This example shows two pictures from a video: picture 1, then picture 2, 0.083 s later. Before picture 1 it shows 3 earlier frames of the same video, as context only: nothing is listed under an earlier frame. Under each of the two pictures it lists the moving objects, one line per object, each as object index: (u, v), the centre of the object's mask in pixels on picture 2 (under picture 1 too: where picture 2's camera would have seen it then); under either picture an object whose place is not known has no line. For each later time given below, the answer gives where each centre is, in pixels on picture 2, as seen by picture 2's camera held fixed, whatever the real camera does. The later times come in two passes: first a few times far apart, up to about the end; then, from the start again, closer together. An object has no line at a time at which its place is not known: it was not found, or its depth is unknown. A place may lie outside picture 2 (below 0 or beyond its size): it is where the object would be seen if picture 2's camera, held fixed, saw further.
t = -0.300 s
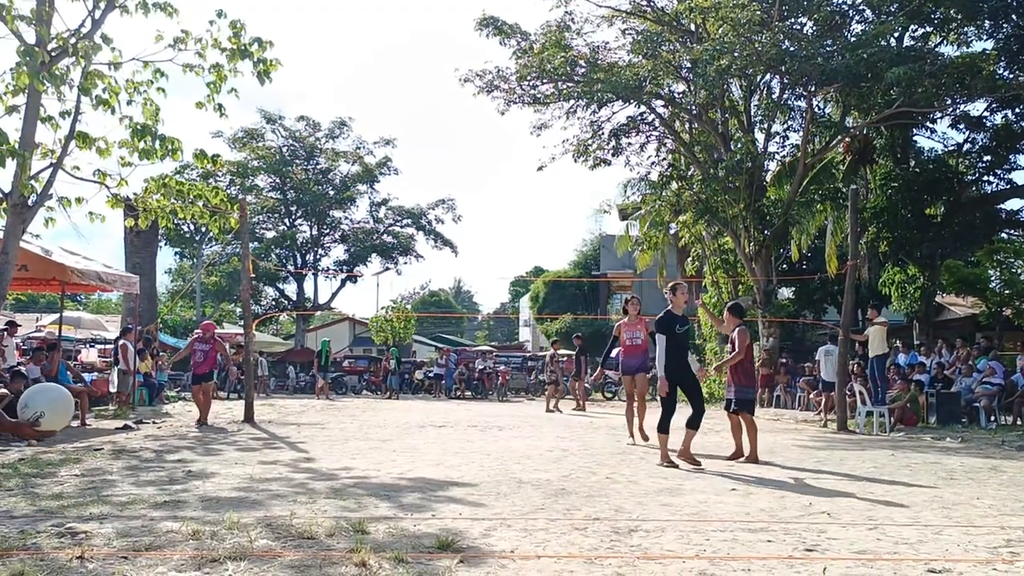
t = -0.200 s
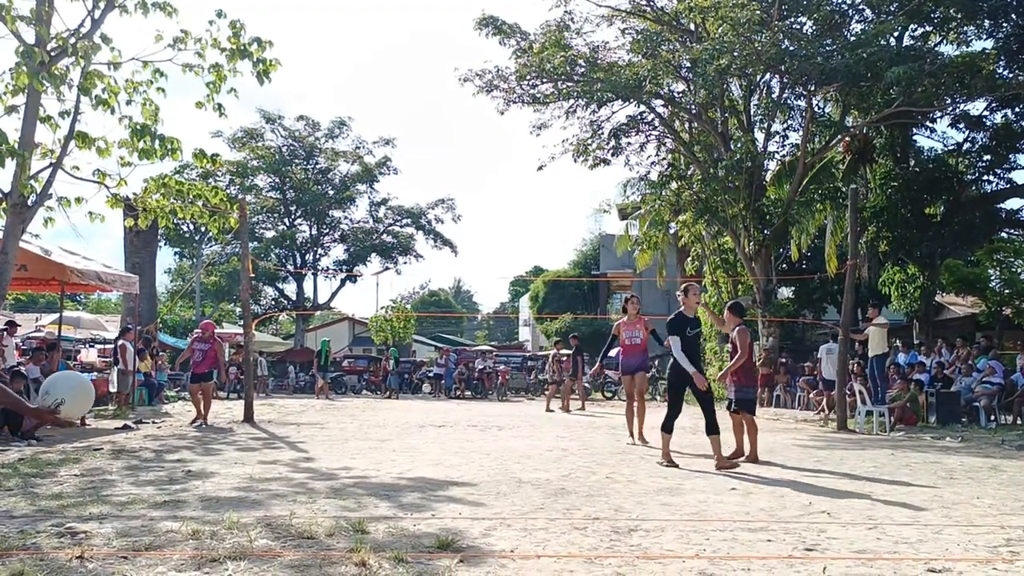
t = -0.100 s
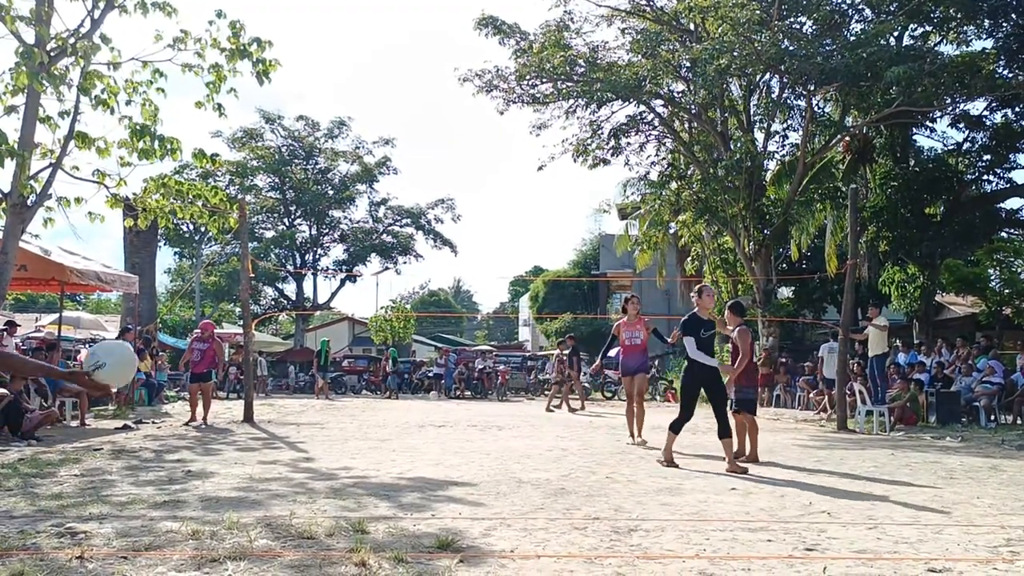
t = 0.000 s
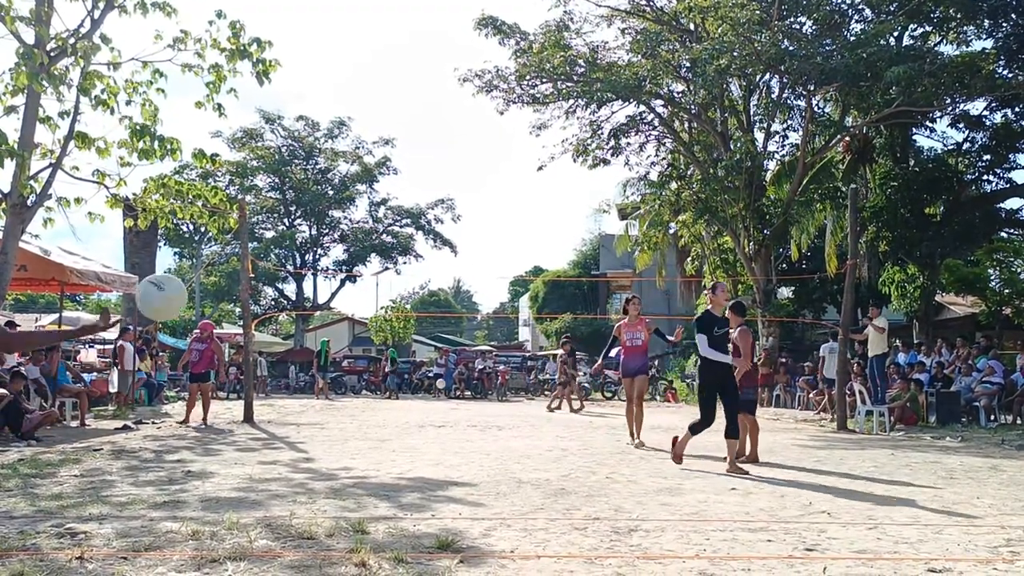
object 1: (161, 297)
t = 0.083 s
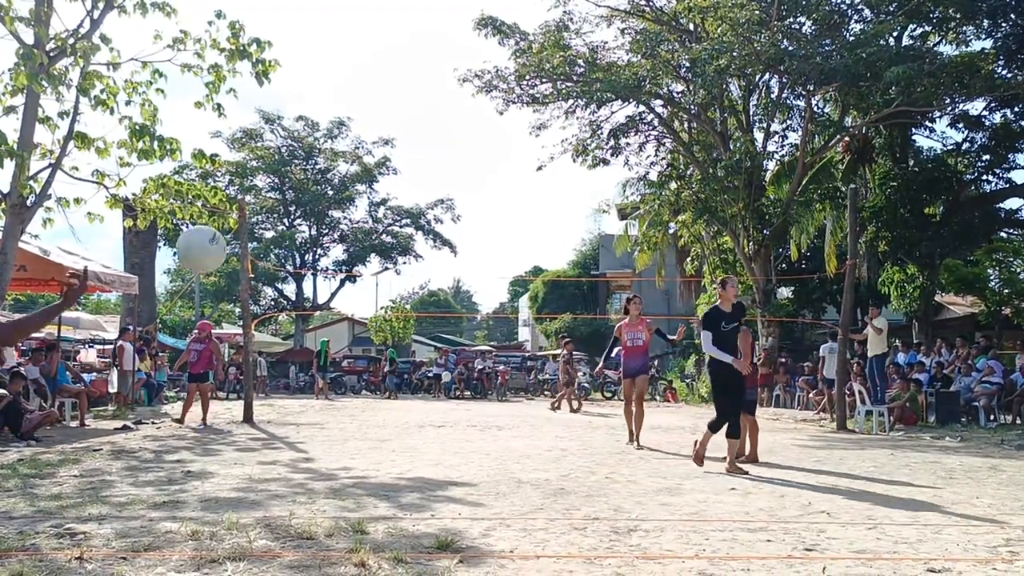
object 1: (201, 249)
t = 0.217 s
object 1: (263, 207)
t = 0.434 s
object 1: (355, 219)
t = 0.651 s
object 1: (445, 330)
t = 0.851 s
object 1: (523, 524)
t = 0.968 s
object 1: (563, 452)
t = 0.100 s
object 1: (209, 242)
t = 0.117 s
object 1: (217, 234)
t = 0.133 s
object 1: (225, 228)
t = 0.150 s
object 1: (233, 222)
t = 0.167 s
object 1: (240, 218)
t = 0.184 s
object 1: (248, 213)
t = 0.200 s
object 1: (256, 210)
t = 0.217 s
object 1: (263, 207)
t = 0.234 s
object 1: (271, 204)
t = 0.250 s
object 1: (278, 202)
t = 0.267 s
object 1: (285, 201)
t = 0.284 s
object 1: (292, 200)
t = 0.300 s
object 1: (300, 200)
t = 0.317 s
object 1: (307, 200)
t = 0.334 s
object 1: (313, 201)
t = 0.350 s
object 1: (320, 203)
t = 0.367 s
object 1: (327, 205)
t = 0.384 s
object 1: (334, 207)
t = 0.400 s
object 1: (341, 210)
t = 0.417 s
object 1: (348, 214)
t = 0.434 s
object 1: (355, 219)
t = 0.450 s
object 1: (363, 223)
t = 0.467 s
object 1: (369, 229)
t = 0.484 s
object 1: (376, 235)
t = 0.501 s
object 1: (384, 241)
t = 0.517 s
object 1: (390, 249)
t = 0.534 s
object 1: (397, 257)
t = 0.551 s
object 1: (404, 266)
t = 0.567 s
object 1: (411, 275)
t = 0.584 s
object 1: (418, 286)
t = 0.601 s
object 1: (426, 297)
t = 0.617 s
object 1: (432, 308)
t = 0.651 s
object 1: (445, 330)
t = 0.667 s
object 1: (452, 344)
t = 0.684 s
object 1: (458, 357)
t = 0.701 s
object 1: (464, 371)
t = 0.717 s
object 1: (471, 386)
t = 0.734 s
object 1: (477, 401)
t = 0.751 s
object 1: (484, 417)
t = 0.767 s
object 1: (491, 435)
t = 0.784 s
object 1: (498, 452)
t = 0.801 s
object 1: (504, 469)
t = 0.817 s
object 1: (510, 486)
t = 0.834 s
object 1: (516, 505)
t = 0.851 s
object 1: (523, 524)
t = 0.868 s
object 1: (530, 545)
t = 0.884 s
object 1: (535, 533)
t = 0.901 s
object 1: (541, 515)
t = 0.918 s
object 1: (546, 498)
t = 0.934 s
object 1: (552, 482)
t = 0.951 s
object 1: (558, 467)
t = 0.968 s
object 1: (563, 452)
